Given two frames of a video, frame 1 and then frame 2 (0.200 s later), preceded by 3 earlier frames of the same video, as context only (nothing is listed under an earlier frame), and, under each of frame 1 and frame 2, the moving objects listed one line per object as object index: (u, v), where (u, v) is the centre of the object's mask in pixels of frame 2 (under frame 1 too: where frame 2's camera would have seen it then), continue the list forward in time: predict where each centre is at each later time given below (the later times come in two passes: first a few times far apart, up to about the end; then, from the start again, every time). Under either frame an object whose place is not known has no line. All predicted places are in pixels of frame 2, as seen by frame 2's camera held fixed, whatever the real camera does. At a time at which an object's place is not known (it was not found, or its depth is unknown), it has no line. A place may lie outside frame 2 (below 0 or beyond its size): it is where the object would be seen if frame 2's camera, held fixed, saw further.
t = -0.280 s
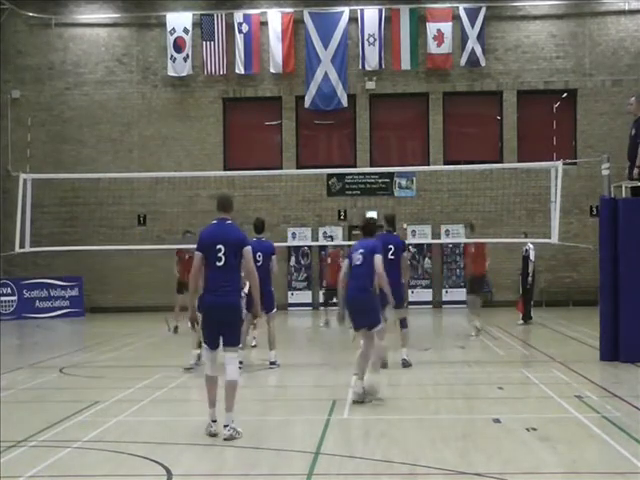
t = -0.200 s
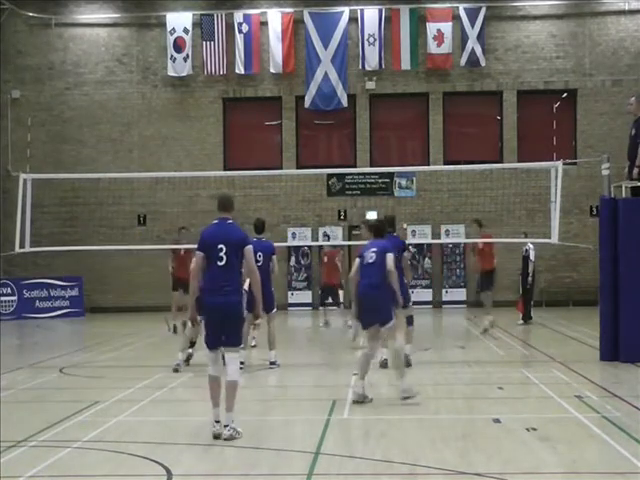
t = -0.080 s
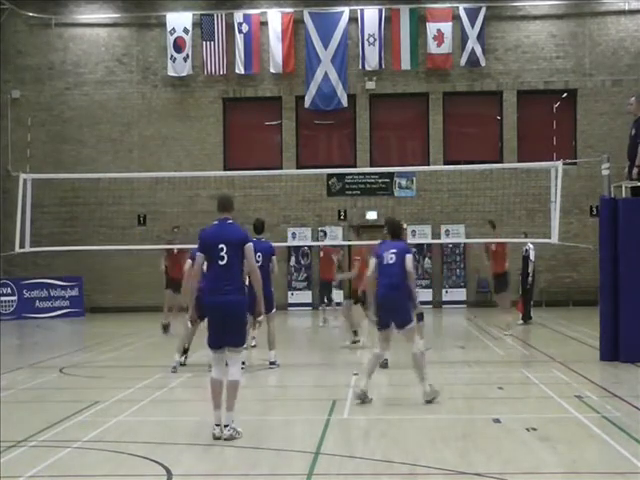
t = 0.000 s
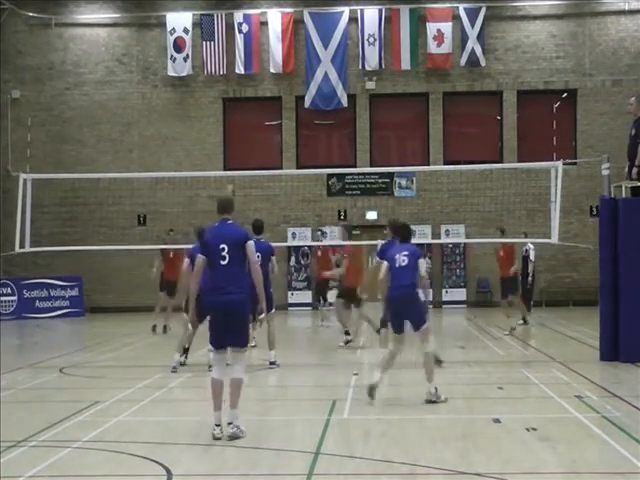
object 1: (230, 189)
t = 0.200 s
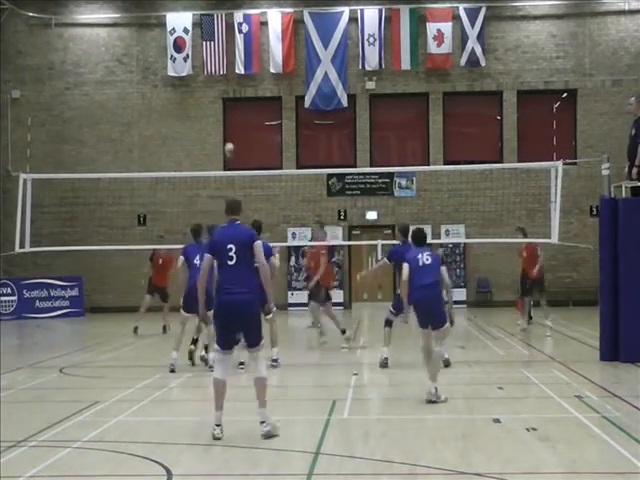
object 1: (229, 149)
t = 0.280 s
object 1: (228, 140)
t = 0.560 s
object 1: (228, 140)
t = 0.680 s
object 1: (228, 155)
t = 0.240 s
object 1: (229, 145)
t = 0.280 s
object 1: (228, 140)
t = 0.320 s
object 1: (229, 137)
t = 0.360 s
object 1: (229, 134)
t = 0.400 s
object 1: (229, 134)
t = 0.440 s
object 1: (229, 133)
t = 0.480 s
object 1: (229, 135)
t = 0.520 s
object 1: (228, 137)
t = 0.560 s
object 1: (228, 140)
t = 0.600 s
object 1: (228, 144)
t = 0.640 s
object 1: (228, 149)
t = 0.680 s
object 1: (228, 155)
